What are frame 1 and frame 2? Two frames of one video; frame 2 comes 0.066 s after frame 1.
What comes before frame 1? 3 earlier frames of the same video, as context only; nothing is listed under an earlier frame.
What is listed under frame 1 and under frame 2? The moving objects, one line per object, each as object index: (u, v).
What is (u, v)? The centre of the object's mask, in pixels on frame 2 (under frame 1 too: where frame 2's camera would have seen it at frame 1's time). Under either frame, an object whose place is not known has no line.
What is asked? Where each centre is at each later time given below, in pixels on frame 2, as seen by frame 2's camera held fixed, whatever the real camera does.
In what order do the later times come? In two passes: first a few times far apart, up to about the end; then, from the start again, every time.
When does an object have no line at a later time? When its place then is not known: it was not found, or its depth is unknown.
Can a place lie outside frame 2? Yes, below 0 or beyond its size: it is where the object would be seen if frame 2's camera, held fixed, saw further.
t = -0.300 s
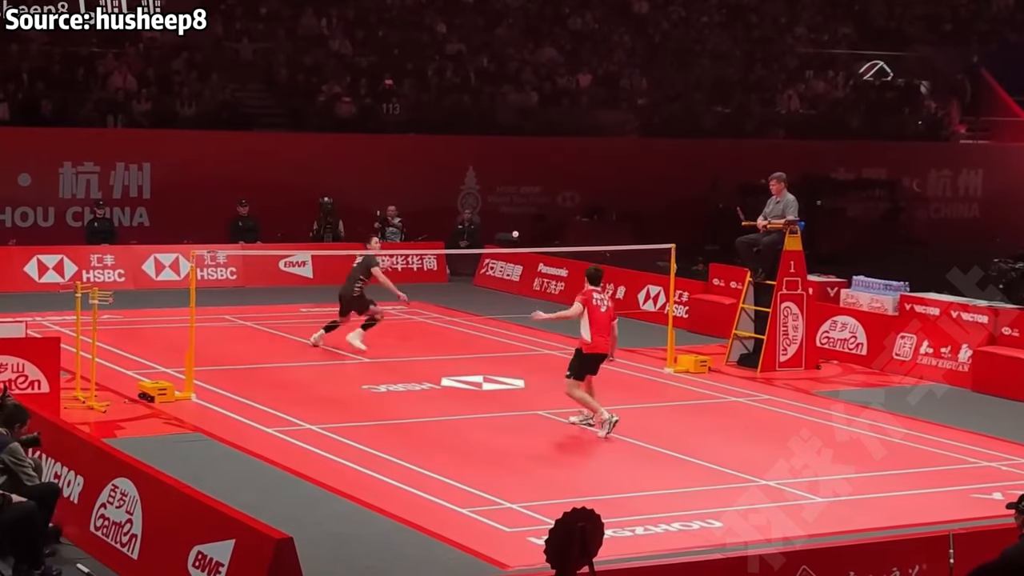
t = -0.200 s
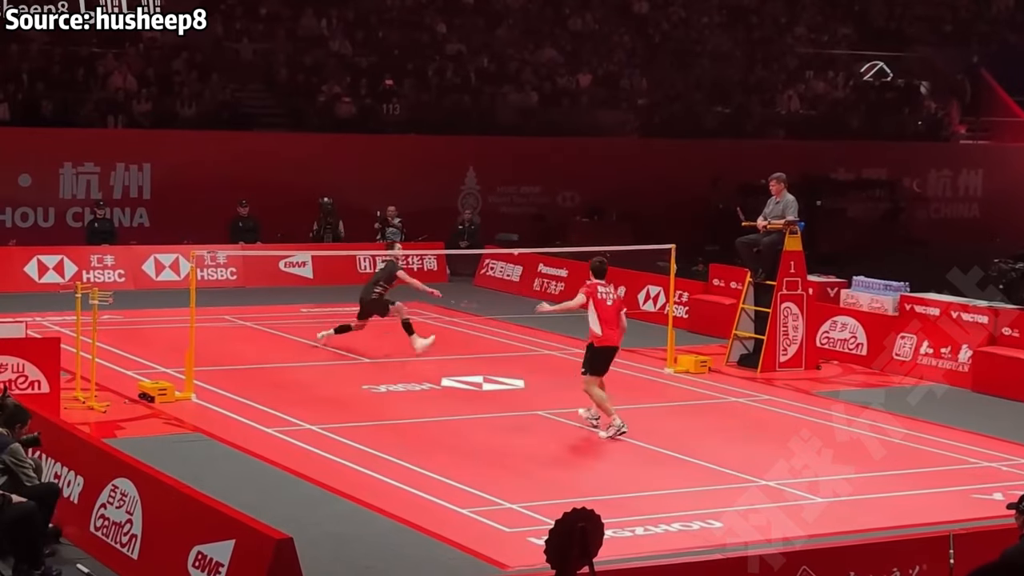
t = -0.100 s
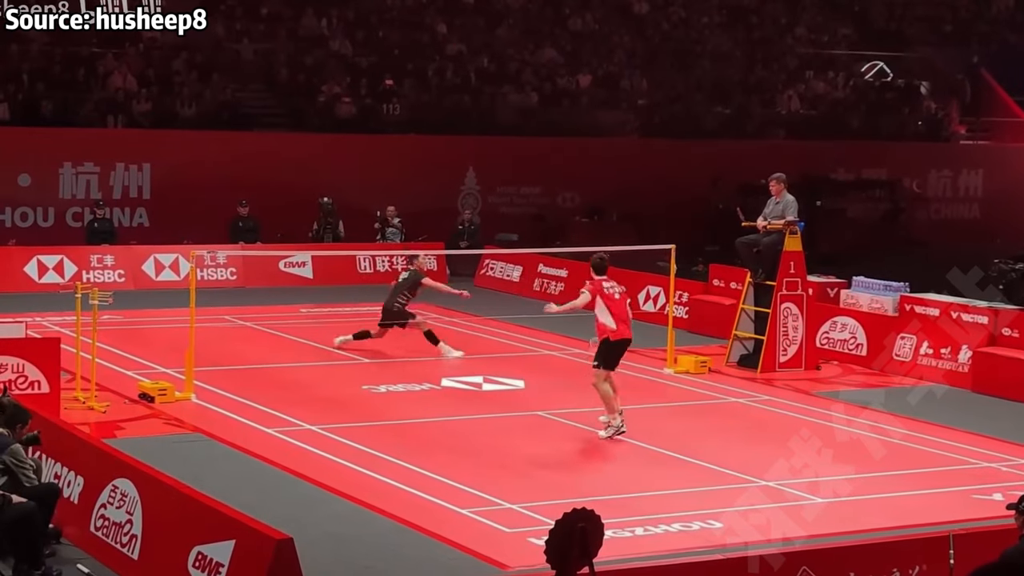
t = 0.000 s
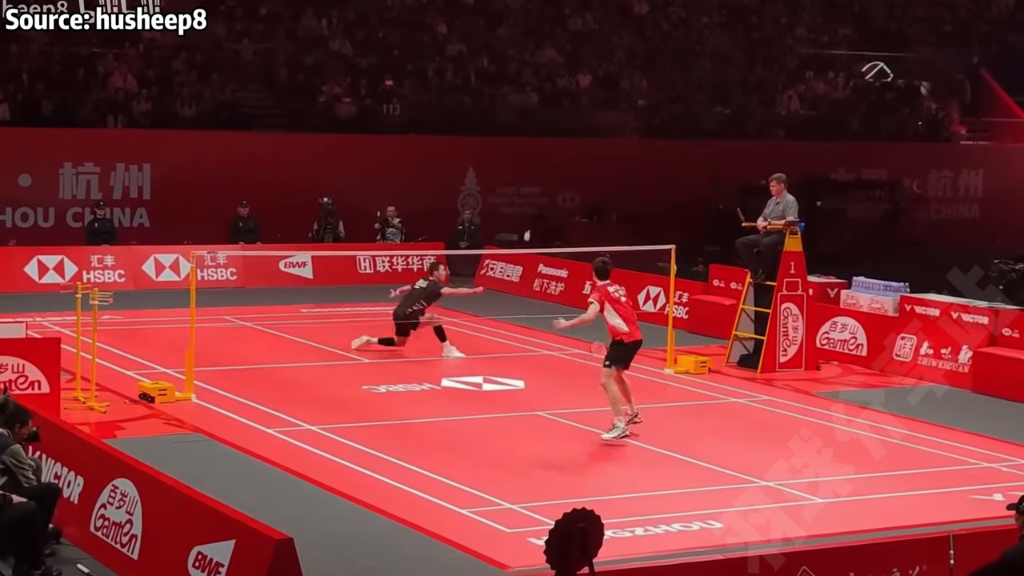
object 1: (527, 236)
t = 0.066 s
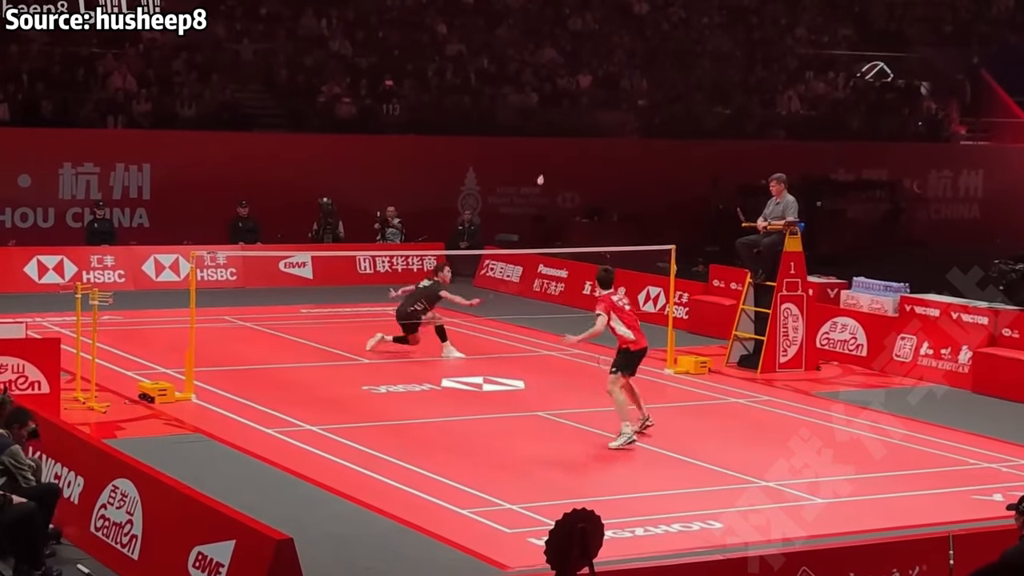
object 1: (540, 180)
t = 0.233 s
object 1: (565, 87)
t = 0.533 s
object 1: (595, 17)
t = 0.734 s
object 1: (614, 36)
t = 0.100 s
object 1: (546, 157)
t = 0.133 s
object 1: (552, 135)
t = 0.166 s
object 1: (556, 118)
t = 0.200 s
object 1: (561, 101)
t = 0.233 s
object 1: (565, 87)
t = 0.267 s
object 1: (569, 73)
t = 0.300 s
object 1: (573, 61)
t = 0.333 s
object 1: (577, 51)
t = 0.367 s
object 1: (580, 43)
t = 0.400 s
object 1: (584, 35)
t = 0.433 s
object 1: (587, 29)
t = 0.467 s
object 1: (590, 24)
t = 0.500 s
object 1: (592, 19)
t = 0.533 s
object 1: (595, 17)
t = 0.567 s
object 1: (597, 15)
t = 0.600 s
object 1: (598, 15)
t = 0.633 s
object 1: (605, 18)
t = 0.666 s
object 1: (609, 25)
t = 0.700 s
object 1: (611, 30)
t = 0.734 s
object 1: (614, 36)
